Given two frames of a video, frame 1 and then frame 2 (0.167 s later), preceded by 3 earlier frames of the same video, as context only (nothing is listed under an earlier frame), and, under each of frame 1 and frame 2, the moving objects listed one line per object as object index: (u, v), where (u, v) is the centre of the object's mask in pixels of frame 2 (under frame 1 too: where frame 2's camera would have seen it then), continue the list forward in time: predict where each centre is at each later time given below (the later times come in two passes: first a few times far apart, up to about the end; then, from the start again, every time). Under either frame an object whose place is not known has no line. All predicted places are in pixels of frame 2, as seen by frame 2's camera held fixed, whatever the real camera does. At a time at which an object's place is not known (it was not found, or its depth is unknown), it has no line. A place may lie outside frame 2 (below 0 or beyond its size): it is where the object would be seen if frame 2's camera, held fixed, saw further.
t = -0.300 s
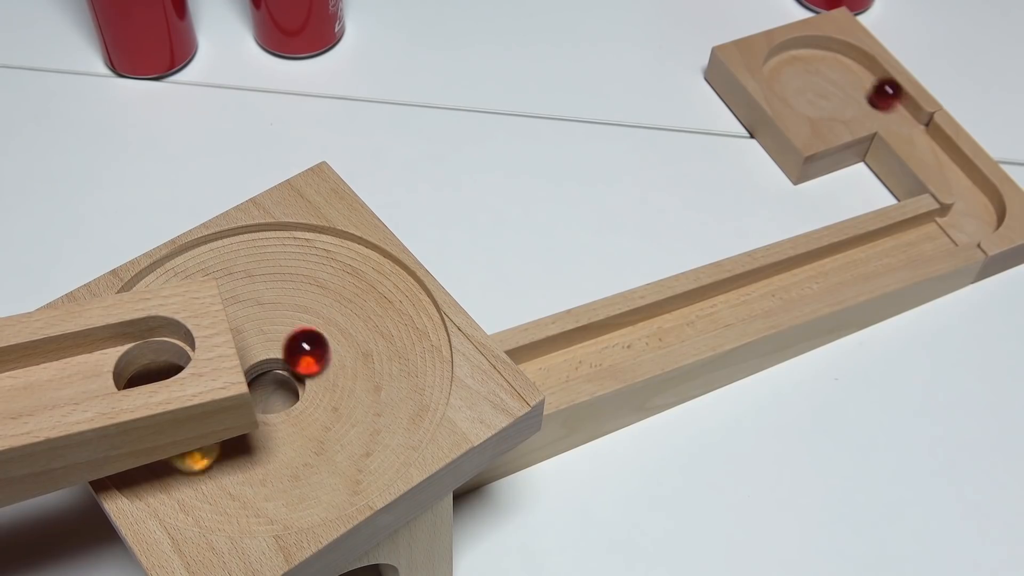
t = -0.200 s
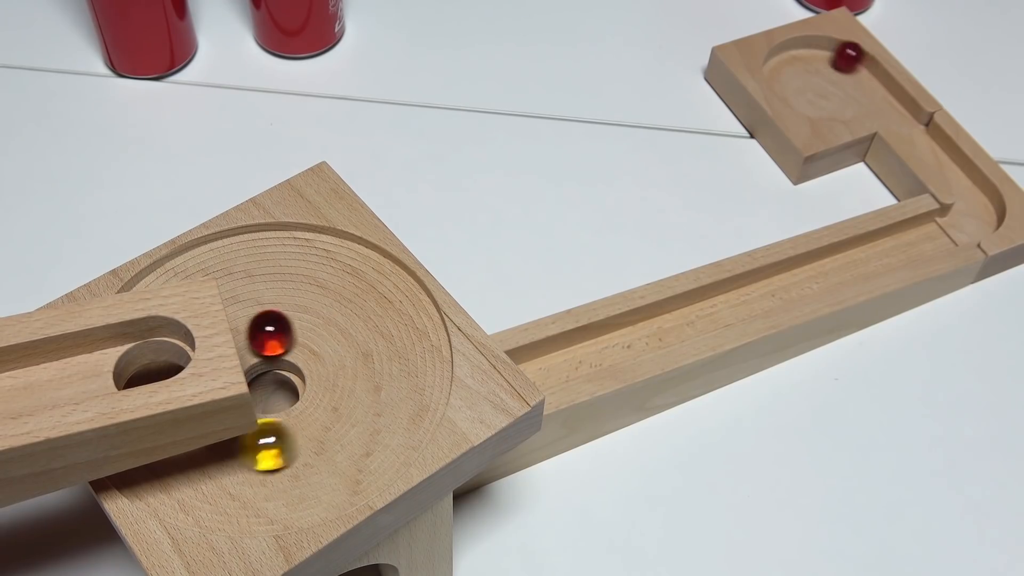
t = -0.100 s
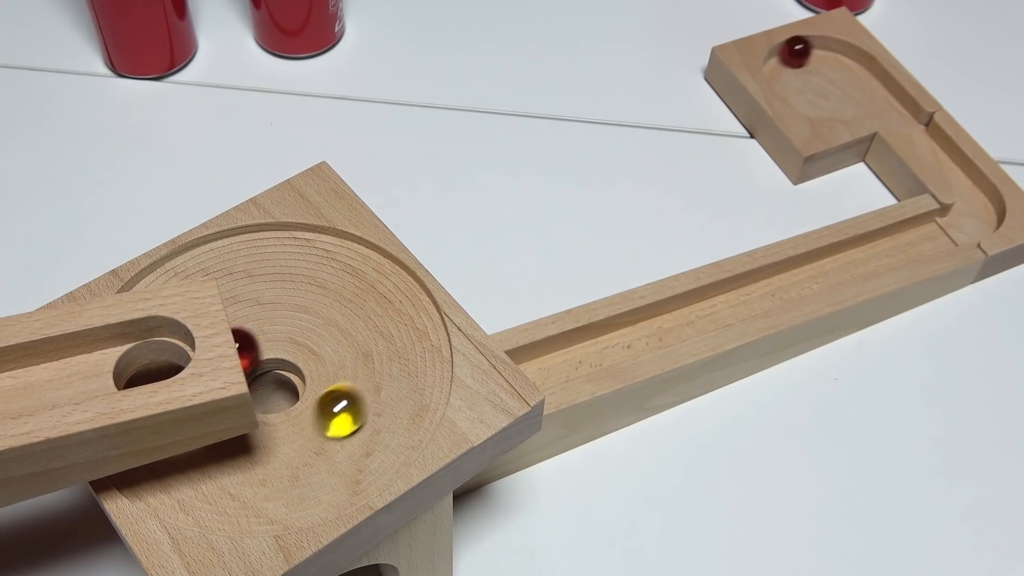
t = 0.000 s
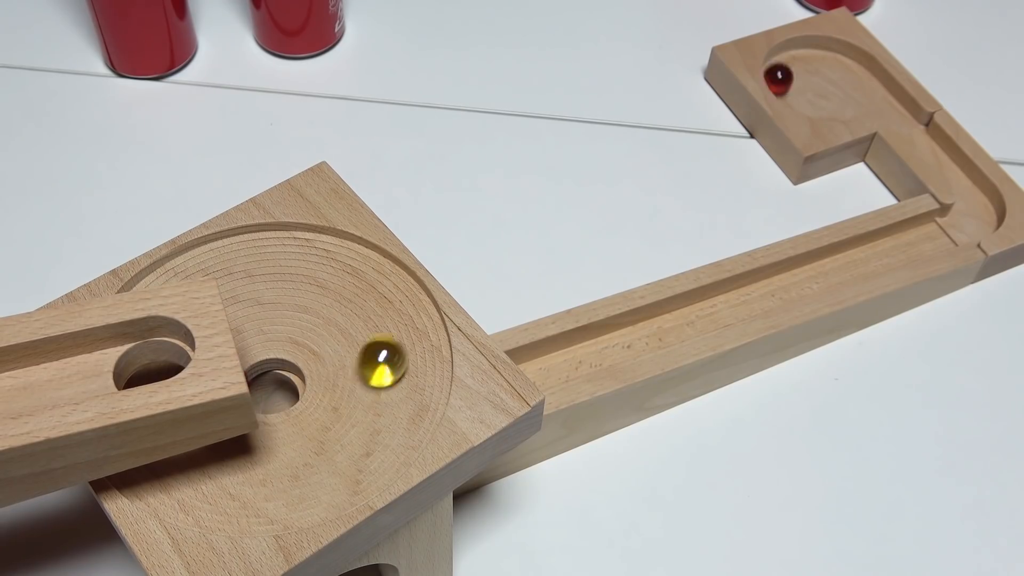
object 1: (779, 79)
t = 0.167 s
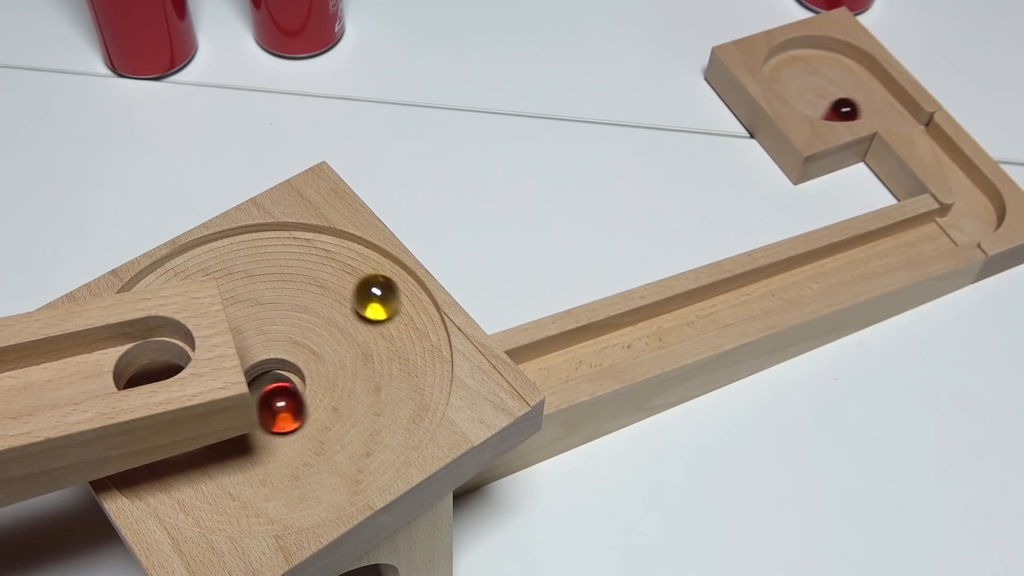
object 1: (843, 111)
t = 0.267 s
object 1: (879, 96)
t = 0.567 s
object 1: (836, 69)
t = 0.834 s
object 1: (813, 50)
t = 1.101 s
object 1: (807, 53)
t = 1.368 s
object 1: (812, 53)
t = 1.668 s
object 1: (823, 50)
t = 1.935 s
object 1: (839, 53)
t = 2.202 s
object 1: (855, 62)
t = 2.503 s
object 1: (857, 62)
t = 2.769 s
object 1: (780, 62)
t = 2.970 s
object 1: (790, 94)
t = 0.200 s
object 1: (856, 108)
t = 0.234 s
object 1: (867, 102)
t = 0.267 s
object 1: (879, 96)
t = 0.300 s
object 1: (881, 91)
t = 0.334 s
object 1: (873, 89)
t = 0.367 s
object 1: (866, 86)
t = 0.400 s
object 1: (860, 83)
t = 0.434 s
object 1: (855, 80)
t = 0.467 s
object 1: (850, 78)
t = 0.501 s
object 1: (845, 75)
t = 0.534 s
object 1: (840, 72)
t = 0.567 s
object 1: (836, 69)
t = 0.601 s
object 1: (833, 66)
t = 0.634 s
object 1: (829, 64)
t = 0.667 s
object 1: (826, 61)
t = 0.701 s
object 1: (823, 58)
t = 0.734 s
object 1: (820, 55)
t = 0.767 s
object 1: (817, 52)
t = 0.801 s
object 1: (815, 49)
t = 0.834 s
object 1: (813, 50)
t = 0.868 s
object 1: (812, 50)
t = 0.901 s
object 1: (811, 51)
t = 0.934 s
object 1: (810, 52)
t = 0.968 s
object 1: (808, 52)
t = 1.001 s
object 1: (808, 53)
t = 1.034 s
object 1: (807, 53)
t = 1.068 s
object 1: (807, 53)
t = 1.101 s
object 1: (807, 53)
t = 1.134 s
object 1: (807, 54)
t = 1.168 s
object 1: (808, 54)
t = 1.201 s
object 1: (808, 54)
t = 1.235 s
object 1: (809, 54)
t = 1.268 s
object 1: (810, 54)
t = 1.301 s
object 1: (810, 54)
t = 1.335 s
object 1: (811, 53)
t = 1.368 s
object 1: (812, 53)
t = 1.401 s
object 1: (812, 53)
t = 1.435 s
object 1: (813, 52)
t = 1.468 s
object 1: (814, 52)
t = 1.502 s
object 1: (815, 51)
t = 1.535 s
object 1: (816, 51)
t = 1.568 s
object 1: (818, 50)
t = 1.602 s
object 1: (819, 50)
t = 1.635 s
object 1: (821, 50)
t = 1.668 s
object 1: (823, 50)
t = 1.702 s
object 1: (825, 50)
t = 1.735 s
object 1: (826, 50)
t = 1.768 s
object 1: (828, 50)
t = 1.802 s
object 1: (830, 51)
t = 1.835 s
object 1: (832, 51)
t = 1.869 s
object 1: (834, 52)
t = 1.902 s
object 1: (836, 53)
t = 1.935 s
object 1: (839, 53)
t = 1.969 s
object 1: (841, 54)
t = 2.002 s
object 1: (843, 55)
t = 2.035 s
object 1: (845, 56)
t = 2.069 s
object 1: (847, 57)
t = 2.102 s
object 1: (850, 58)
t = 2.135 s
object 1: (852, 59)
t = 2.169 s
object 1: (853, 61)
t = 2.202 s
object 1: (855, 62)
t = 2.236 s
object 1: (857, 63)
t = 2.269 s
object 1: (859, 64)
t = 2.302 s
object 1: (860, 66)
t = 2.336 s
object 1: (862, 67)
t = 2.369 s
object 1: (863, 68)
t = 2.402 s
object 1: (864, 69)
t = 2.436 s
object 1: (866, 71)
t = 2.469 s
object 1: (867, 72)
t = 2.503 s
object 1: (857, 62)
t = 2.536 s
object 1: (842, 54)
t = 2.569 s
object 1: (829, 50)
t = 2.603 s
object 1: (818, 49)
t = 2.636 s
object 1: (807, 49)
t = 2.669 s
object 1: (798, 51)
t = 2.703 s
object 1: (790, 53)
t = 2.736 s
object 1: (784, 58)
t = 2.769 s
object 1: (780, 62)
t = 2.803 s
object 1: (778, 68)
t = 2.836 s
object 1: (777, 73)
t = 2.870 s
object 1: (778, 78)
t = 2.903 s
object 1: (781, 84)
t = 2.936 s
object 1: (785, 89)
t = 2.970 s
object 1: (790, 94)
